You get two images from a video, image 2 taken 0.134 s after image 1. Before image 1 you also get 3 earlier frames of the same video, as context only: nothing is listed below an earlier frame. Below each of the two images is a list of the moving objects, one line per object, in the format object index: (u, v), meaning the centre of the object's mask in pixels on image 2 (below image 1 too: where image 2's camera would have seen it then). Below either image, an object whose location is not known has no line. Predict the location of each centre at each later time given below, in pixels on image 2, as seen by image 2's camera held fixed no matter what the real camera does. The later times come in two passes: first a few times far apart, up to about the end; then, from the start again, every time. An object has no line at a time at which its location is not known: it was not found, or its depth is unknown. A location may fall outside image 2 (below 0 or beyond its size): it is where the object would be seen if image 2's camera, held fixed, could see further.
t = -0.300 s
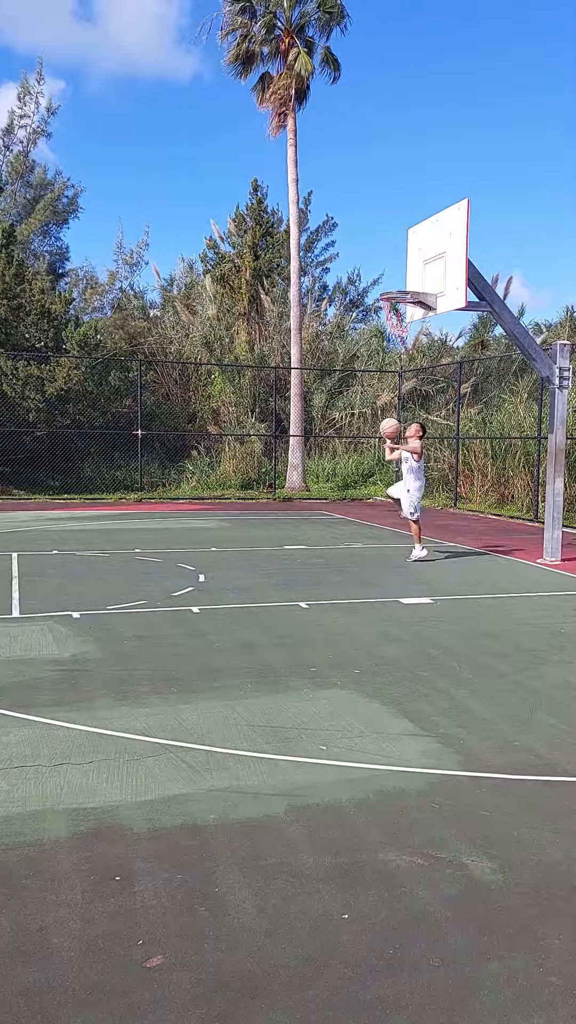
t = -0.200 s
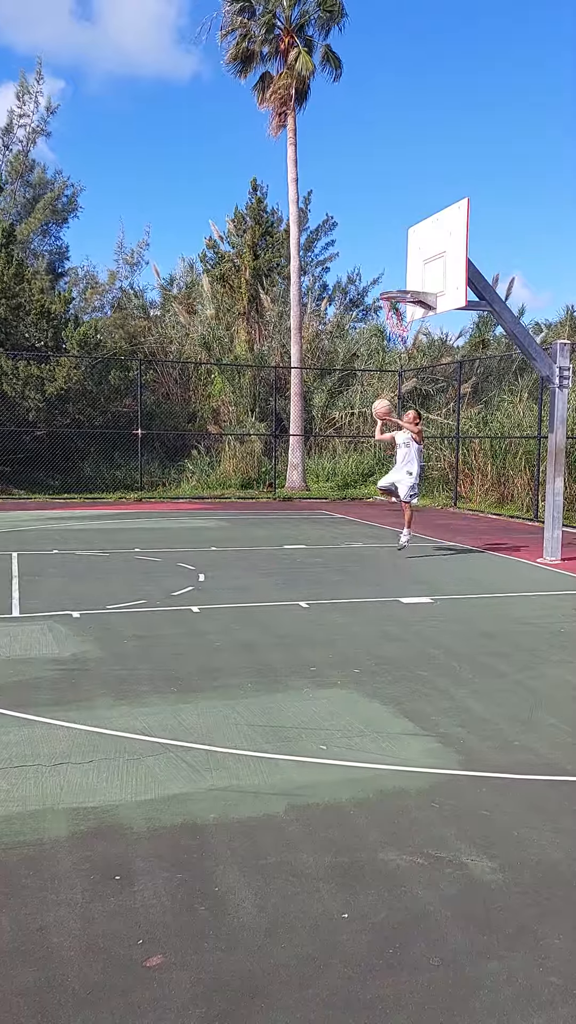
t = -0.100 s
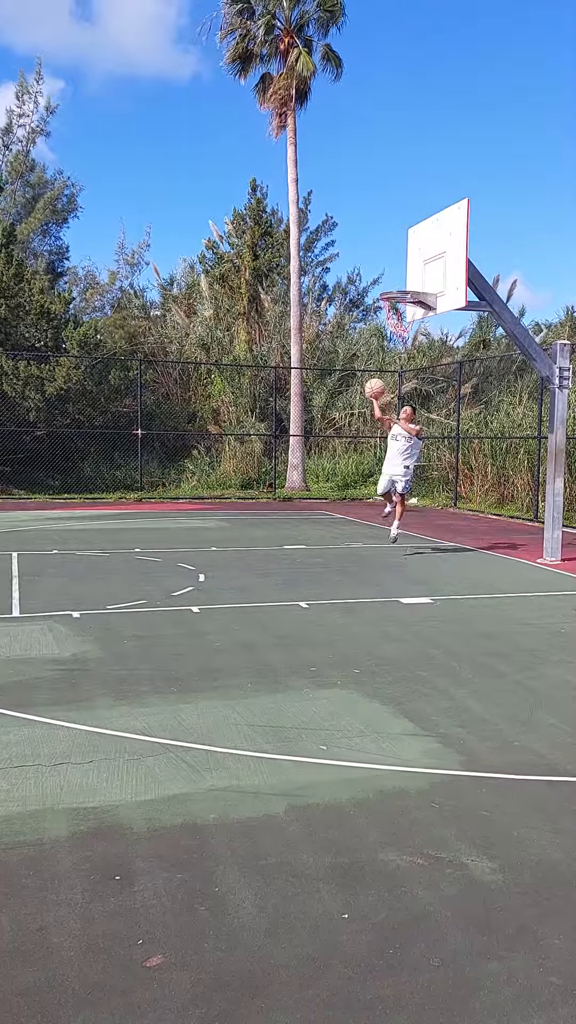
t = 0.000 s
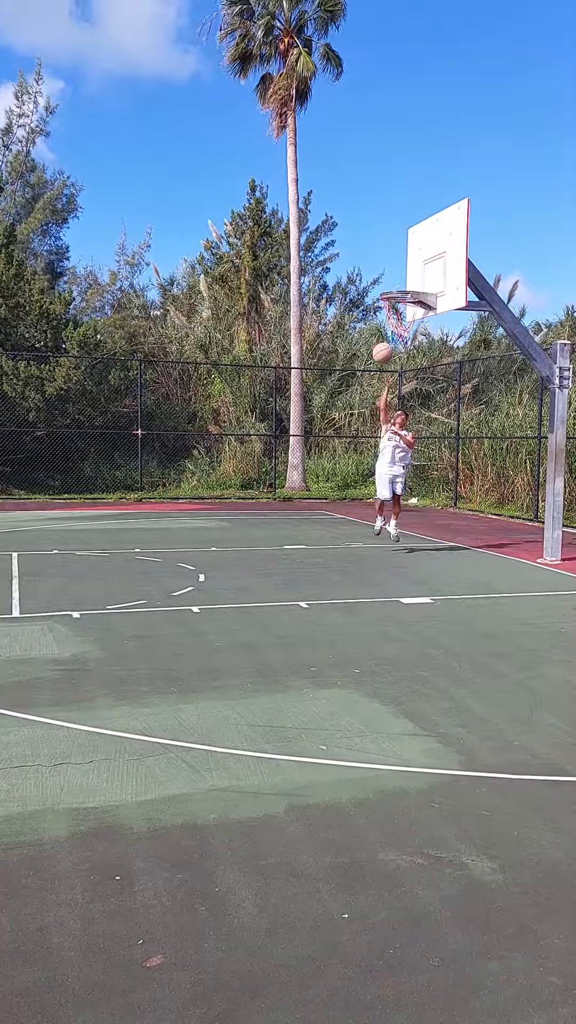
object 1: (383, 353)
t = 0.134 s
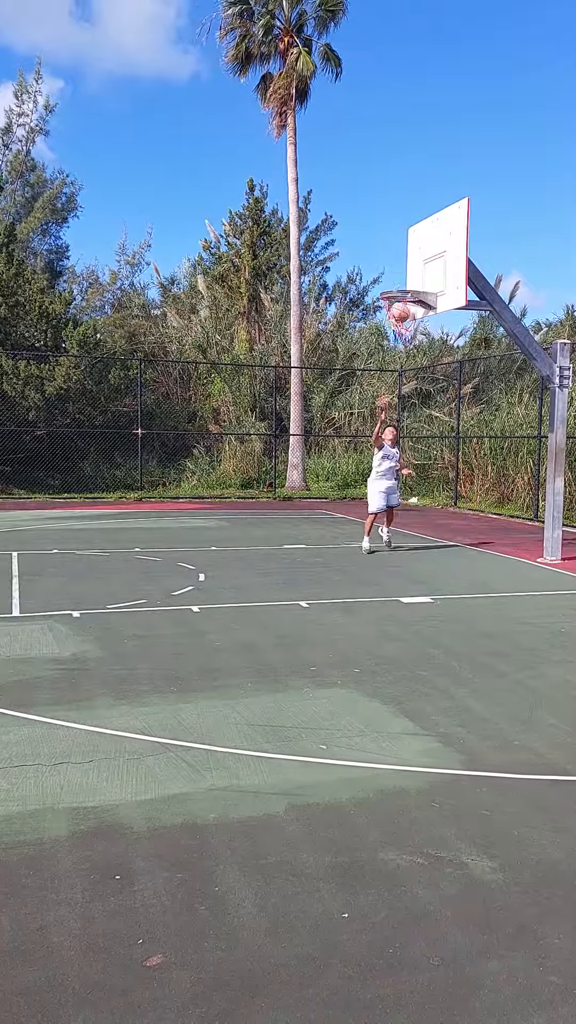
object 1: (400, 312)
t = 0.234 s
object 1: (404, 286)
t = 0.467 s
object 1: (397, 283)
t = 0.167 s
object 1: (404, 308)
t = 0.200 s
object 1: (404, 305)
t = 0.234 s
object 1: (404, 286)
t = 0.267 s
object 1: (404, 285)
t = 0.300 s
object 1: (403, 284)
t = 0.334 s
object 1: (402, 282)
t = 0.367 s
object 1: (401, 281)
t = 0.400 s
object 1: (400, 281)
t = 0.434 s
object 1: (399, 282)
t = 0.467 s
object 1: (397, 283)
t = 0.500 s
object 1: (396, 284)
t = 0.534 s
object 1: (395, 285)
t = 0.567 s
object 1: (394, 288)
